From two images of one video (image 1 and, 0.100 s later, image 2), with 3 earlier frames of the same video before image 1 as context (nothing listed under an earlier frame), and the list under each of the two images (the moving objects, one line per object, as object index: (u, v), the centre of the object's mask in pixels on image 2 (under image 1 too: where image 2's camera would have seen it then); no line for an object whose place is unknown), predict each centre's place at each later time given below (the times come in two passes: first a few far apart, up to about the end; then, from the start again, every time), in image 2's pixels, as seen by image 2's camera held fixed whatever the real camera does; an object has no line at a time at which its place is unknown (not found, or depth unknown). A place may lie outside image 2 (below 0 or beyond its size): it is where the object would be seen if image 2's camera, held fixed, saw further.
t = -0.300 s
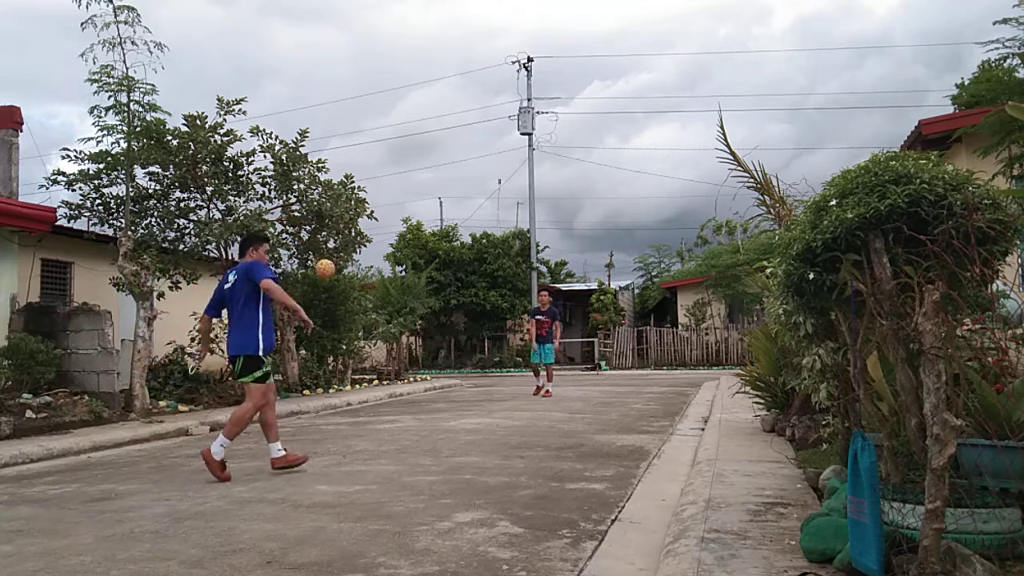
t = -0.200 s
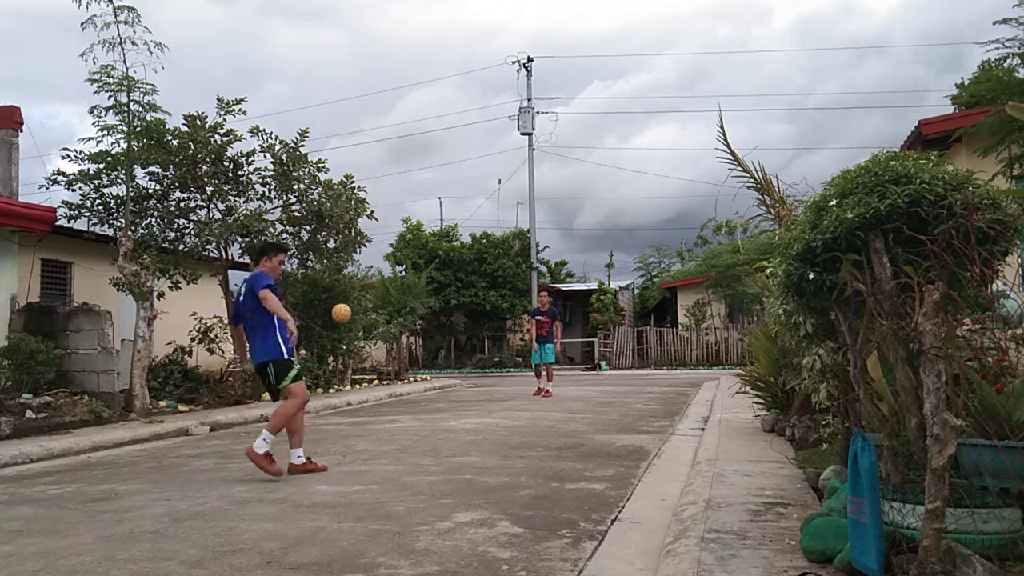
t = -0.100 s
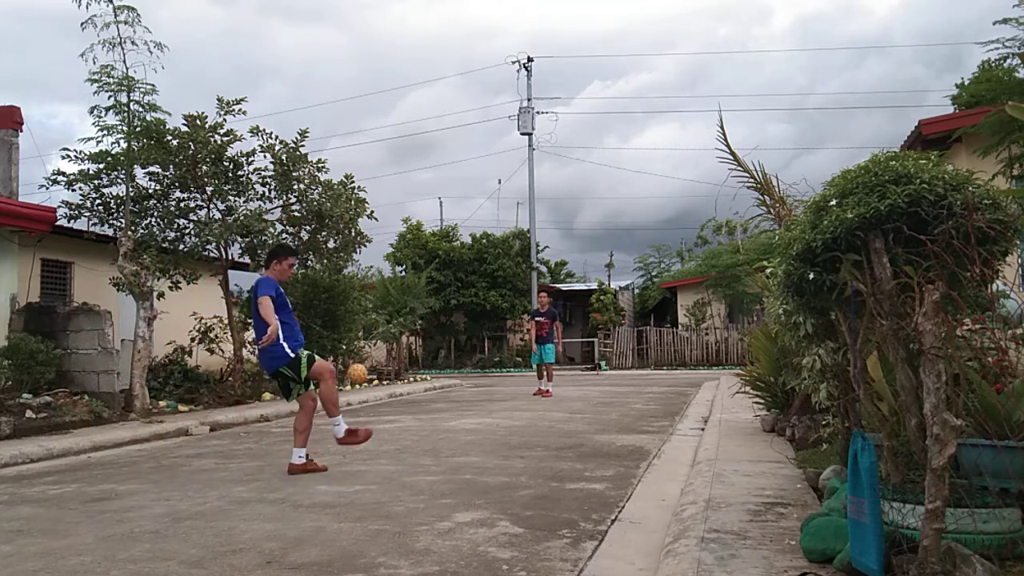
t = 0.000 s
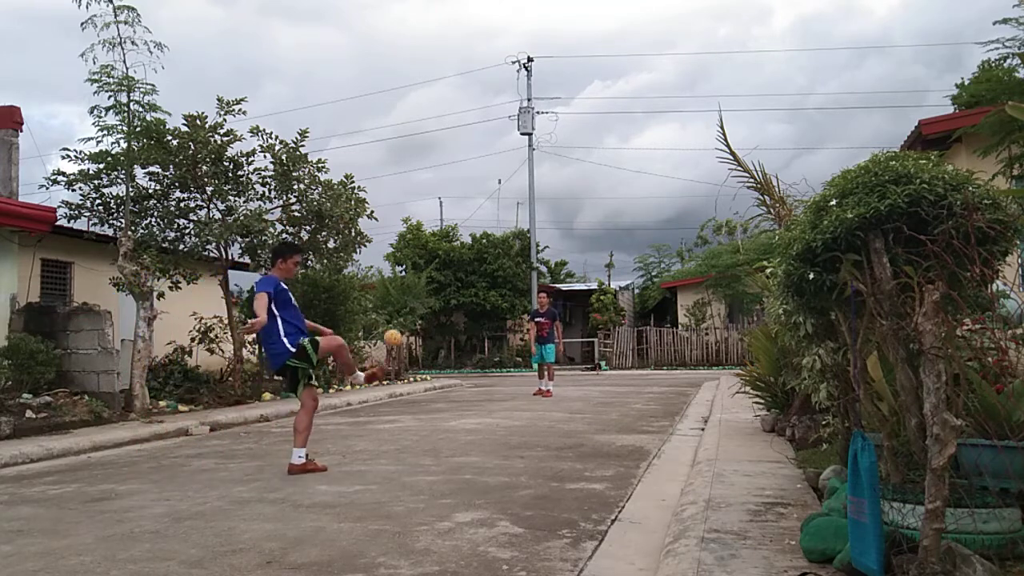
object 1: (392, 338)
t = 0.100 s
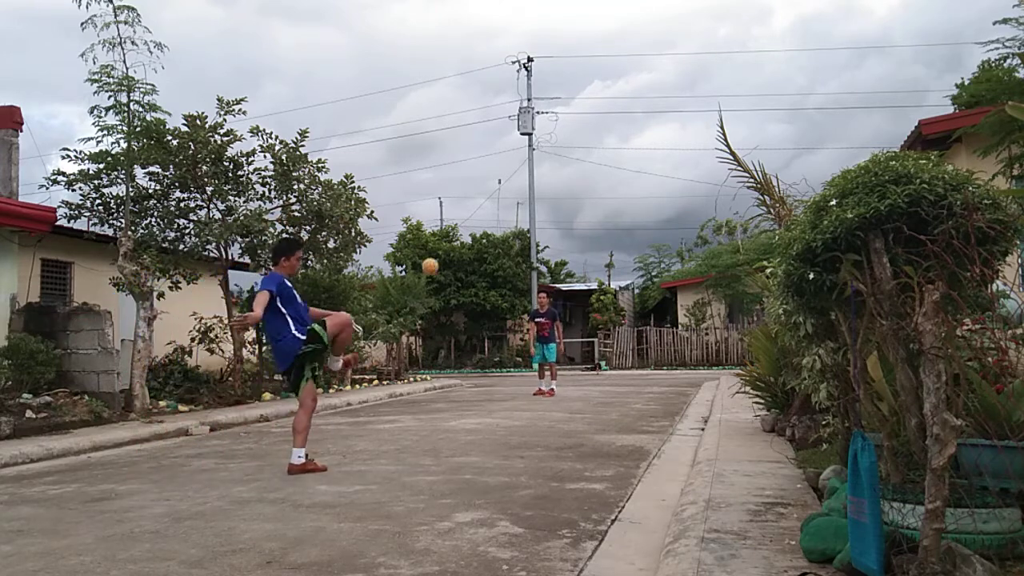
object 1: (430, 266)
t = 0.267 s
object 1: (478, 197)
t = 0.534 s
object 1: (533, 169)
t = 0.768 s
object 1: (568, 195)
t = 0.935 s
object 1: (587, 232)
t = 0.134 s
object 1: (441, 248)
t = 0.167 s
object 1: (451, 231)
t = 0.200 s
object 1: (460, 218)
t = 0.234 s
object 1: (469, 207)
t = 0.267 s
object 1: (478, 197)
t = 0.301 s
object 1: (486, 189)
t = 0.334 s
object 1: (494, 183)
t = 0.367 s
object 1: (501, 177)
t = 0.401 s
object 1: (508, 173)
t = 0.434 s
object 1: (515, 171)
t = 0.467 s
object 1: (521, 169)
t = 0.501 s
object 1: (527, 168)
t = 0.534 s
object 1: (533, 169)
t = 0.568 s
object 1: (538, 171)
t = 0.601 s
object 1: (544, 172)
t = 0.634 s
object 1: (549, 176)
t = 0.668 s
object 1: (554, 179)
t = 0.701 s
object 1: (558, 184)
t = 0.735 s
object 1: (563, 189)
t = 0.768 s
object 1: (568, 195)
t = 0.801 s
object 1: (572, 202)
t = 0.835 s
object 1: (576, 209)
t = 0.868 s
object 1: (580, 216)
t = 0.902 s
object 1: (583, 223)
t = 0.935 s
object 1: (587, 232)
